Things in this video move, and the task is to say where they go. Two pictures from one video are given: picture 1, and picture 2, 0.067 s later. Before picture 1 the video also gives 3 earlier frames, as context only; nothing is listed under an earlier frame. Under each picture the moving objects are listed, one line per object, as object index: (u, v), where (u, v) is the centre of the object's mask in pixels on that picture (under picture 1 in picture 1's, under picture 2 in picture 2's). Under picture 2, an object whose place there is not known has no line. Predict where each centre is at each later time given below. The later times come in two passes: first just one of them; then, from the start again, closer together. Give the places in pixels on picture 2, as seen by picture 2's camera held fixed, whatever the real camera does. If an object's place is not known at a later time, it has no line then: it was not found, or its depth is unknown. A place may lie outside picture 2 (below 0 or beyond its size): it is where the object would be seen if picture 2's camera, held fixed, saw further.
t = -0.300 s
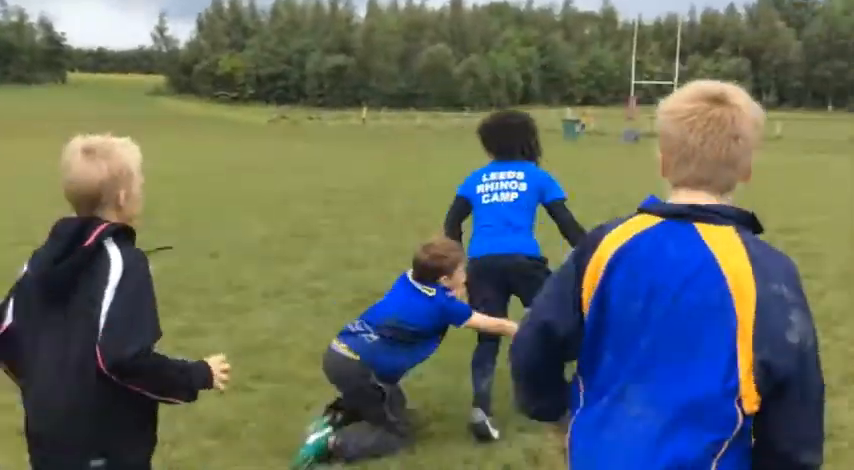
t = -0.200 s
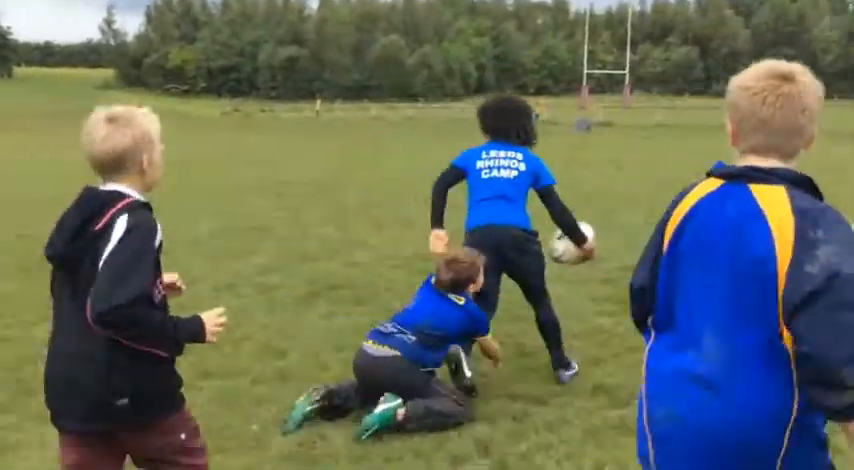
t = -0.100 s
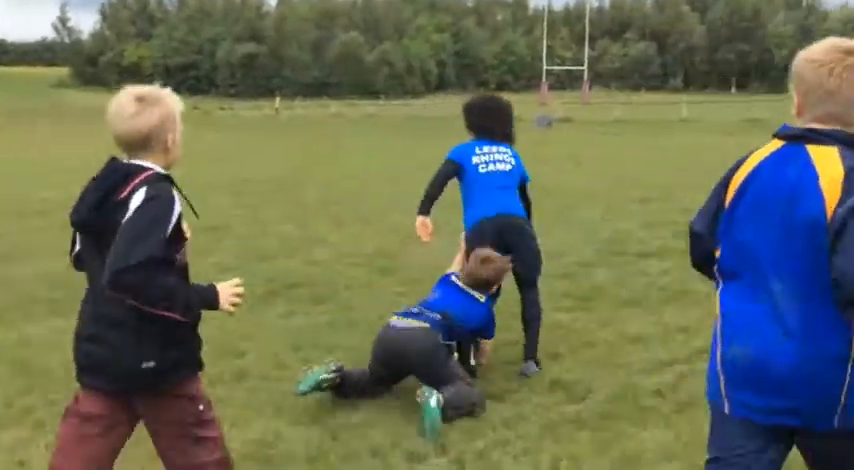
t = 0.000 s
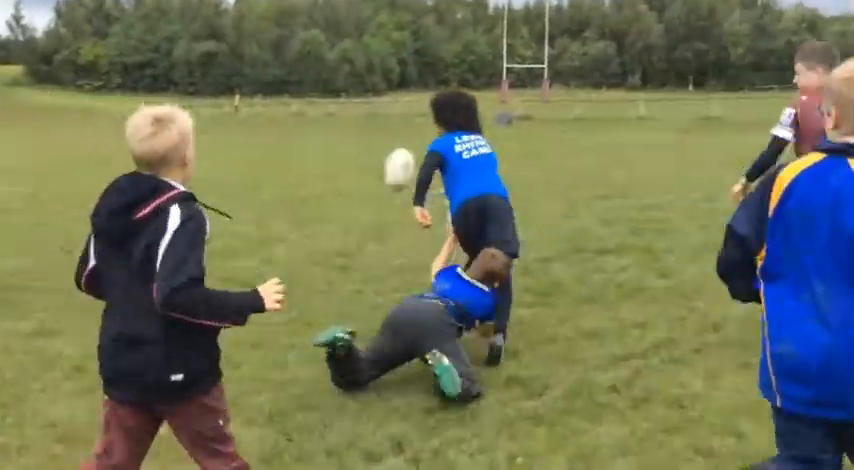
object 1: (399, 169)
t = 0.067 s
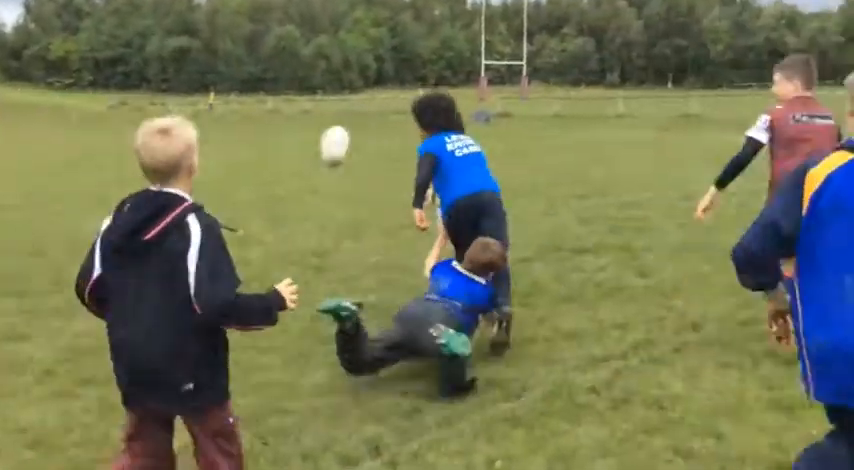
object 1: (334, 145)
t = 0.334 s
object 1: (205, 122)
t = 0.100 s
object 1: (314, 137)
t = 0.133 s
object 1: (298, 130)
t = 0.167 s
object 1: (281, 126)
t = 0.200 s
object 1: (265, 122)
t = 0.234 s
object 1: (252, 120)
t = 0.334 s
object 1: (205, 122)
